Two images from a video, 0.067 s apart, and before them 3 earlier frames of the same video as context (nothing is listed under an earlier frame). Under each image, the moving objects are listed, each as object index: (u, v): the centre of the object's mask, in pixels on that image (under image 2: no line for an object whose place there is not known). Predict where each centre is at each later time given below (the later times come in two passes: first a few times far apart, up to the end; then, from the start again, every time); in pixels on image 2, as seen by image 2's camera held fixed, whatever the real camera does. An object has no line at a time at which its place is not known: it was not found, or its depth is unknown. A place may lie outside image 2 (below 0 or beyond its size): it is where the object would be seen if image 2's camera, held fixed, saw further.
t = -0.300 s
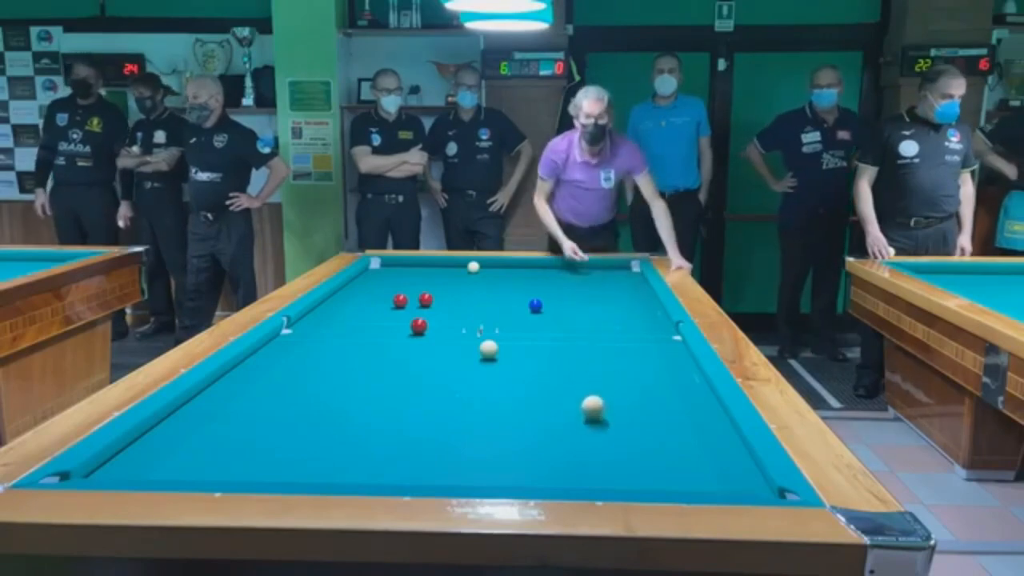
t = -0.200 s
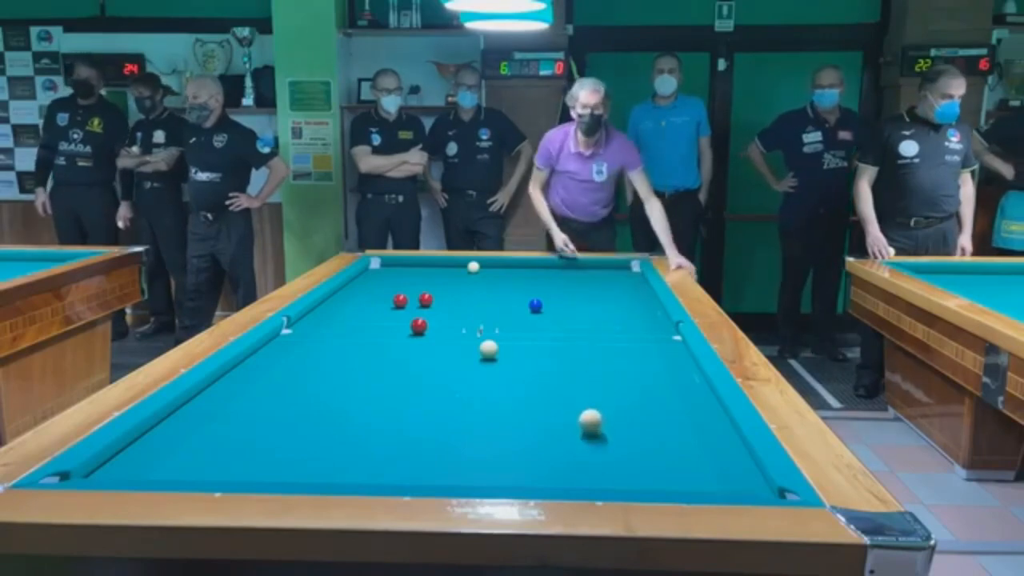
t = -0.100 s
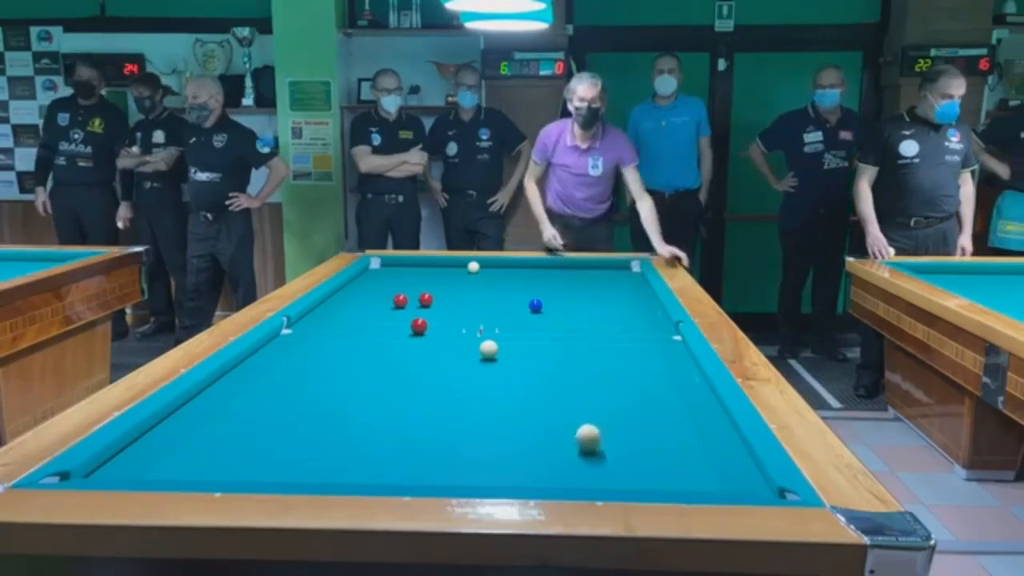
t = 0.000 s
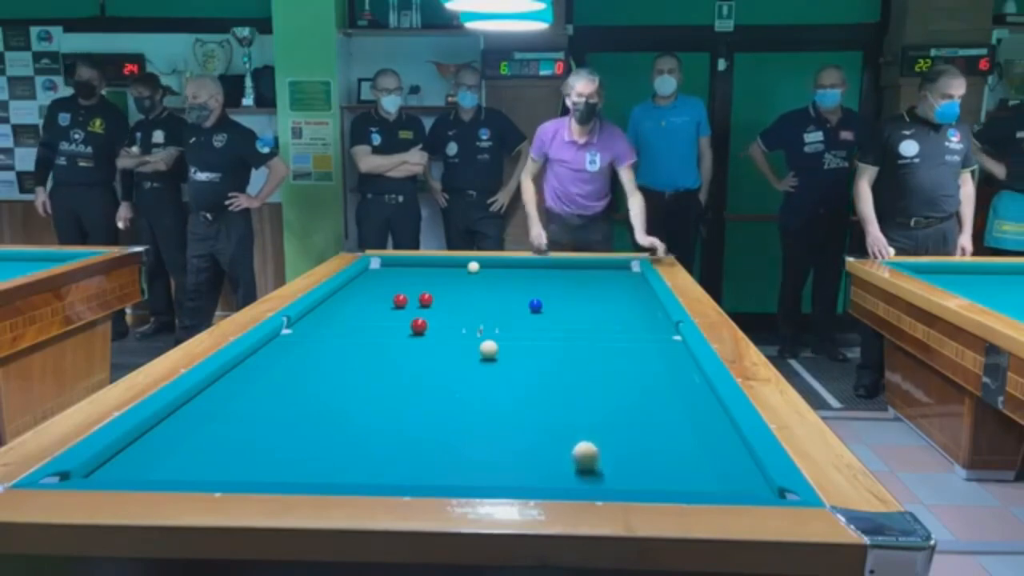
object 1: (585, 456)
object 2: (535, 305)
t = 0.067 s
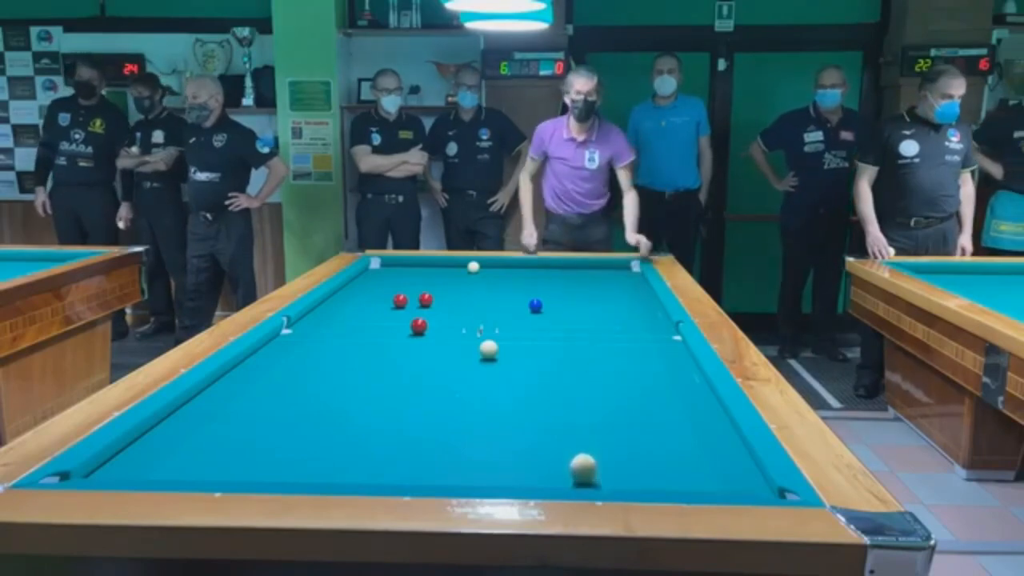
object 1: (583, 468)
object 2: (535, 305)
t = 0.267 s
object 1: (576, 476)
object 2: (535, 305)
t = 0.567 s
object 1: (565, 443)
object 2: (535, 305)
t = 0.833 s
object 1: (559, 418)
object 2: (535, 305)
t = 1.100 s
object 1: (552, 397)
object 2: (535, 305)
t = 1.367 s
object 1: (547, 378)
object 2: (535, 305)
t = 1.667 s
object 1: (543, 361)
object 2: (535, 305)
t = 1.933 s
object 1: (539, 349)
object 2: (535, 305)
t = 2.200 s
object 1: (536, 338)
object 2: (535, 305)
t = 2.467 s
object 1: (533, 328)
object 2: (535, 305)
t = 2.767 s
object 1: (530, 317)
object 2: (536, 305)
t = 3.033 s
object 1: (529, 310)
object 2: (537, 304)
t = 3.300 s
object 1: (522, 305)
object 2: (541, 303)
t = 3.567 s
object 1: (513, 301)
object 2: (550, 300)
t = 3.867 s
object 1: (503, 298)
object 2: (559, 296)
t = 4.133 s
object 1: (496, 295)
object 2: (566, 293)
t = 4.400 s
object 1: (489, 292)
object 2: (573, 291)
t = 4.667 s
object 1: (483, 290)
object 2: (580, 289)
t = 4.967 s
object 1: (477, 288)
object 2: (586, 287)
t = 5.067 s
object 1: (475, 287)
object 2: (588, 286)
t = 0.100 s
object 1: (582, 473)
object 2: (535, 305)
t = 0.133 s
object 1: (581, 477)
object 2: (535, 305)
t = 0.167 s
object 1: (579, 481)
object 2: (535, 305)
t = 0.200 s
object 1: (578, 483)
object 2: (535, 305)
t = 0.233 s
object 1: (577, 479)
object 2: (535, 305)
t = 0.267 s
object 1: (576, 476)
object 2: (535, 305)
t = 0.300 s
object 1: (574, 474)
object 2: (535, 305)
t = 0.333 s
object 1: (574, 471)
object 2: (535, 305)
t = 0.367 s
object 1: (572, 466)
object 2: (535, 305)
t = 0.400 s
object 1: (571, 461)
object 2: (535, 305)
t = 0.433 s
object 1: (570, 458)
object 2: (535, 305)
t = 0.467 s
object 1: (569, 454)
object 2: (535, 305)
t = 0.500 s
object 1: (568, 450)
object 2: (535, 305)
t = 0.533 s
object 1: (567, 446)
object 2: (535, 305)
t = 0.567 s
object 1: (565, 443)
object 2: (535, 305)
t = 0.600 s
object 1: (565, 439)
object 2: (535, 305)
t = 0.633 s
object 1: (564, 436)
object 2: (535, 305)
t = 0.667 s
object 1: (563, 433)
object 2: (535, 305)
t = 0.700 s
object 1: (562, 430)
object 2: (535, 305)
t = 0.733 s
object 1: (561, 426)
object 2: (535, 305)
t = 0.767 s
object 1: (560, 424)
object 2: (535, 305)
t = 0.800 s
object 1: (559, 420)
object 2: (535, 305)
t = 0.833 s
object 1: (559, 418)
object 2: (535, 305)
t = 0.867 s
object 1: (558, 415)
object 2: (535, 305)
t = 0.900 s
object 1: (557, 412)
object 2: (535, 305)
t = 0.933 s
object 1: (556, 409)
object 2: (535, 305)
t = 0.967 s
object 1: (555, 406)
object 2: (535, 305)
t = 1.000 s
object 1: (554, 404)
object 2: (535, 305)
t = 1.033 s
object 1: (554, 401)
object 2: (535, 305)
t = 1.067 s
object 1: (553, 399)
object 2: (535, 305)
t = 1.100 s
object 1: (552, 397)
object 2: (535, 305)
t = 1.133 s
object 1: (552, 395)
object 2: (535, 305)
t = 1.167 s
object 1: (551, 392)
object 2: (535, 305)
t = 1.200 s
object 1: (550, 390)
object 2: (535, 305)
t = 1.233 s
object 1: (550, 388)
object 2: (535, 305)
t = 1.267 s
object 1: (549, 385)
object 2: (535, 305)
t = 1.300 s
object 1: (549, 383)
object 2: (535, 305)
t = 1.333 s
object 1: (548, 381)
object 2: (535, 305)
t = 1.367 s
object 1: (547, 378)
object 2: (535, 305)
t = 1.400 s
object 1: (547, 376)
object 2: (535, 305)
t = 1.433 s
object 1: (546, 374)
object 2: (535, 305)
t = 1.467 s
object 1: (546, 372)
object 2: (535, 305)
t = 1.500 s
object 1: (545, 371)
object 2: (535, 305)
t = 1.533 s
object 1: (544, 369)
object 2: (535, 305)
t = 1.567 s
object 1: (544, 367)
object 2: (535, 305)
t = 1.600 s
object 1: (544, 366)
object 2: (535, 305)
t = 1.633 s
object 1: (543, 363)
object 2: (535, 305)
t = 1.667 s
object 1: (543, 361)
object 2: (535, 305)
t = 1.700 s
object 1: (542, 359)
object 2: (535, 305)
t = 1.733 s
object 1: (541, 358)
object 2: (535, 305)
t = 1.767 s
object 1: (541, 357)
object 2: (535, 305)
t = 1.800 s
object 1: (541, 355)
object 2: (535, 305)
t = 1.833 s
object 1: (540, 353)
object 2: (535, 305)
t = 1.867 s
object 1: (540, 352)
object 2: (535, 305)
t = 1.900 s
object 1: (539, 350)
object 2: (535, 305)
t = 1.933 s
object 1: (539, 349)
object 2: (535, 305)
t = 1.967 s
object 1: (538, 347)
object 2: (535, 305)
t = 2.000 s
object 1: (538, 345)
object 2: (535, 305)
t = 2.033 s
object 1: (537, 344)
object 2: (535, 305)
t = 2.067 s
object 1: (537, 342)
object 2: (535, 305)
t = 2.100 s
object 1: (537, 341)
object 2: (535, 305)
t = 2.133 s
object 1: (536, 340)
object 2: (535, 305)
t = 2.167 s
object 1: (536, 339)
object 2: (535, 305)
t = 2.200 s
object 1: (536, 338)
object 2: (535, 305)
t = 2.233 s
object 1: (535, 336)
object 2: (535, 305)
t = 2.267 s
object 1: (535, 335)
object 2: (535, 305)
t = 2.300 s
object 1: (534, 333)
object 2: (535, 305)
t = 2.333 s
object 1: (534, 332)
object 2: (535, 305)
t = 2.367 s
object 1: (534, 331)
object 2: (535, 305)
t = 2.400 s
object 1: (534, 330)
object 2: (535, 305)
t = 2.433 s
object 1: (533, 329)
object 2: (535, 305)
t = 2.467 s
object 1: (533, 328)
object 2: (535, 305)
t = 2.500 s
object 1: (533, 326)
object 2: (535, 305)
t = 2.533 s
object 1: (533, 325)
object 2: (535, 305)
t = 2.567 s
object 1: (532, 324)
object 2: (535, 305)
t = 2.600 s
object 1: (532, 323)
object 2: (535, 305)
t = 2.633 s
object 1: (532, 322)
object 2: (535, 305)
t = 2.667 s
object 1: (531, 321)
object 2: (535, 305)
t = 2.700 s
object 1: (531, 320)
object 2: (535, 305)
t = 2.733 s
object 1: (531, 319)
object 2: (536, 305)
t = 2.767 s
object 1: (530, 317)
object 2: (536, 305)
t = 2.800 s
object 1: (530, 317)
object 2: (536, 304)
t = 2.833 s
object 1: (530, 315)
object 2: (536, 304)
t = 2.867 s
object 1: (530, 315)
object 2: (536, 304)
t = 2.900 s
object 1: (530, 314)
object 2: (536, 304)
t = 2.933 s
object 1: (529, 313)
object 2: (536, 304)
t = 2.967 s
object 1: (529, 312)
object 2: (537, 304)
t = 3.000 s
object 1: (529, 311)
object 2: (537, 304)
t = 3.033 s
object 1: (529, 310)
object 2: (537, 304)
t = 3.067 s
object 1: (529, 309)
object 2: (537, 304)
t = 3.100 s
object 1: (528, 308)
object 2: (537, 304)
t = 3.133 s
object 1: (528, 307)
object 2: (537, 304)
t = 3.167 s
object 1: (527, 307)
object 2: (538, 305)
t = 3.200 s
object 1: (526, 306)
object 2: (538, 304)
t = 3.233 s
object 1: (524, 306)
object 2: (539, 304)
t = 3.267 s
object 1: (523, 305)
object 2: (540, 304)
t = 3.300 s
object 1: (522, 305)
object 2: (541, 303)
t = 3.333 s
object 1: (521, 304)
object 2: (543, 303)
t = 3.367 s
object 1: (519, 304)
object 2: (544, 302)
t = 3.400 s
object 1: (518, 303)
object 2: (545, 302)
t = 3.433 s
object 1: (517, 303)
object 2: (546, 301)
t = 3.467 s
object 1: (516, 303)
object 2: (547, 301)
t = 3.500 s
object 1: (515, 302)
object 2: (548, 301)
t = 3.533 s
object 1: (514, 302)
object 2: (549, 300)
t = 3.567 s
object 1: (513, 301)
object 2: (550, 300)
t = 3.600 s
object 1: (512, 301)
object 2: (551, 300)
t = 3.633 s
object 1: (510, 301)
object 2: (552, 299)
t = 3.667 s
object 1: (509, 300)
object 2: (553, 298)
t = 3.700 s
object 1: (508, 300)
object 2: (554, 298)
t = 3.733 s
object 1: (507, 300)
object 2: (555, 298)
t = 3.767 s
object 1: (506, 299)
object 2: (556, 298)
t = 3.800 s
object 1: (505, 299)
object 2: (557, 297)
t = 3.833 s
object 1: (504, 298)
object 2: (558, 297)
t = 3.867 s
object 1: (503, 298)
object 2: (559, 296)
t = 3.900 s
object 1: (503, 298)
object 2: (560, 296)
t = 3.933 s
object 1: (501, 297)
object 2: (561, 295)
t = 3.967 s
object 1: (501, 297)
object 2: (562, 295)
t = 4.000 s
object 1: (500, 296)
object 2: (563, 294)
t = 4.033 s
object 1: (498, 296)
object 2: (564, 294)
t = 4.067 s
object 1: (498, 296)
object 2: (565, 294)
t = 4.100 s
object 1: (497, 295)
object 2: (565, 294)
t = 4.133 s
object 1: (496, 295)
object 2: (566, 293)
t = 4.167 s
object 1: (495, 295)
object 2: (567, 293)
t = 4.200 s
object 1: (494, 294)
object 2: (568, 293)
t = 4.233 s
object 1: (494, 294)
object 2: (569, 292)
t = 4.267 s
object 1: (492, 294)
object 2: (570, 292)
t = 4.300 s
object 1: (492, 294)
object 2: (571, 292)
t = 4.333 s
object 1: (491, 293)
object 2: (572, 291)
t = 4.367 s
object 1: (490, 293)
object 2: (572, 291)
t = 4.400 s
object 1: (489, 292)
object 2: (573, 291)
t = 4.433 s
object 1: (489, 292)
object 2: (574, 291)
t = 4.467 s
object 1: (488, 292)
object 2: (575, 290)
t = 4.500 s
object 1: (487, 292)
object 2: (576, 290)
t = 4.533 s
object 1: (486, 291)
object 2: (577, 290)
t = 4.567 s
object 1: (486, 291)
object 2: (577, 289)
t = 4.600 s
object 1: (485, 291)
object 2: (578, 289)
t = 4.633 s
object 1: (484, 290)
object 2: (579, 289)
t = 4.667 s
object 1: (483, 290)
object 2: (580, 289)
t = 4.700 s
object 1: (482, 290)
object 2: (581, 288)
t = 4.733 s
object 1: (482, 289)
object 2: (581, 288)
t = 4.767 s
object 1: (481, 289)
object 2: (582, 288)
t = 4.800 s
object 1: (480, 289)
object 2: (582, 288)
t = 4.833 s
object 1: (480, 289)
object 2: (583, 287)
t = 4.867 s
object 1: (479, 289)
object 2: (584, 287)
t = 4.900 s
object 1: (478, 288)
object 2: (585, 287)
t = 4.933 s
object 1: (478, 288)
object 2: (585, 287)
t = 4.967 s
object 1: (477, 288)
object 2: (586, 287)
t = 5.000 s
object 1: (476, 287)
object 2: (587, 287)
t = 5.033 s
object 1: (476, 287)
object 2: (587, 286)
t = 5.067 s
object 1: (475, 287)
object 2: (588, 286)
